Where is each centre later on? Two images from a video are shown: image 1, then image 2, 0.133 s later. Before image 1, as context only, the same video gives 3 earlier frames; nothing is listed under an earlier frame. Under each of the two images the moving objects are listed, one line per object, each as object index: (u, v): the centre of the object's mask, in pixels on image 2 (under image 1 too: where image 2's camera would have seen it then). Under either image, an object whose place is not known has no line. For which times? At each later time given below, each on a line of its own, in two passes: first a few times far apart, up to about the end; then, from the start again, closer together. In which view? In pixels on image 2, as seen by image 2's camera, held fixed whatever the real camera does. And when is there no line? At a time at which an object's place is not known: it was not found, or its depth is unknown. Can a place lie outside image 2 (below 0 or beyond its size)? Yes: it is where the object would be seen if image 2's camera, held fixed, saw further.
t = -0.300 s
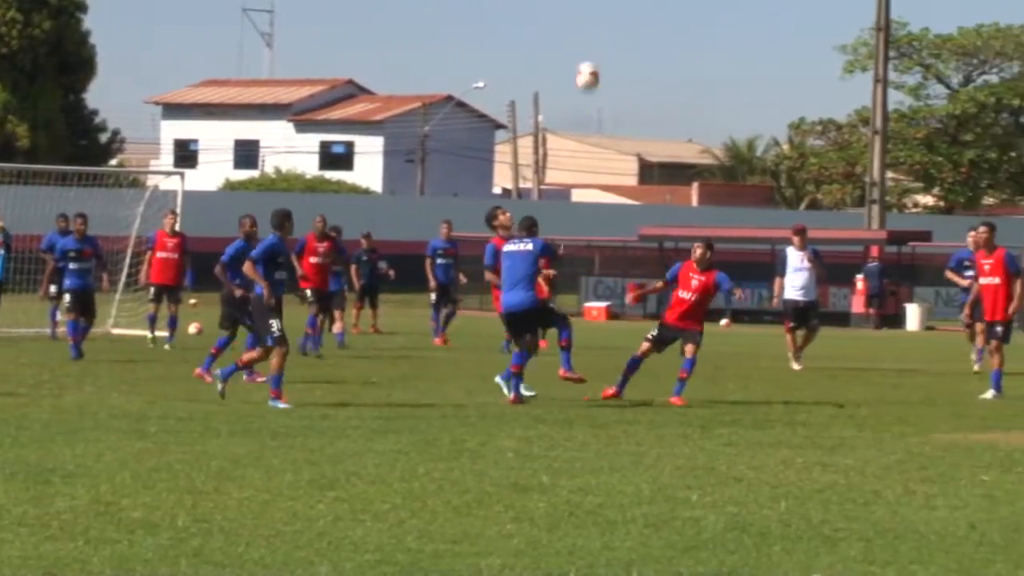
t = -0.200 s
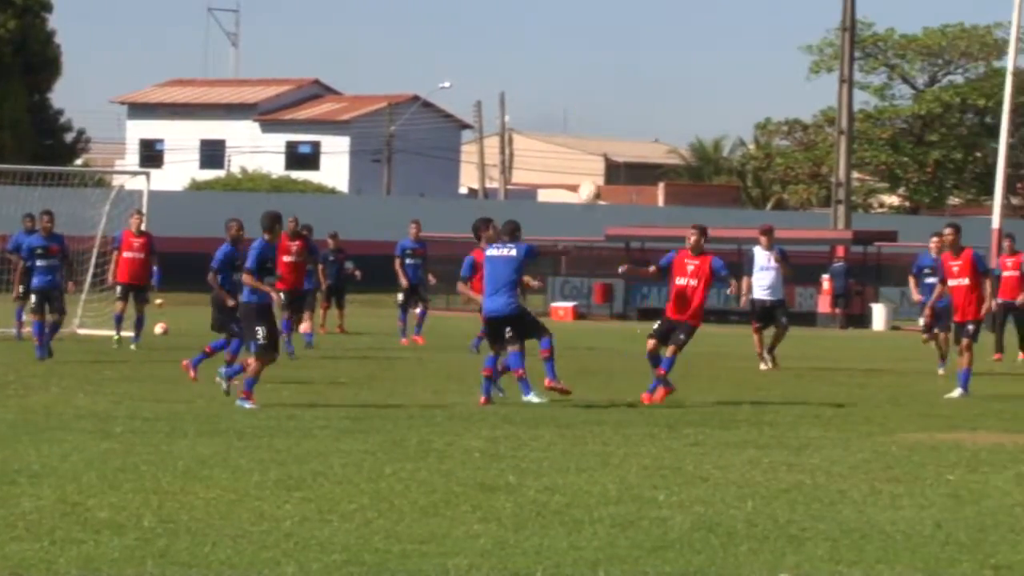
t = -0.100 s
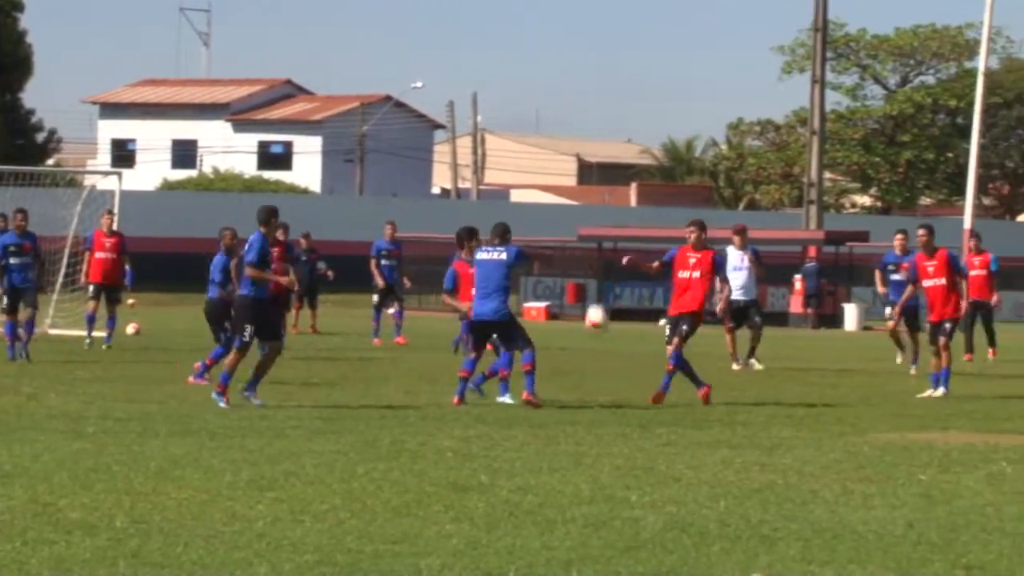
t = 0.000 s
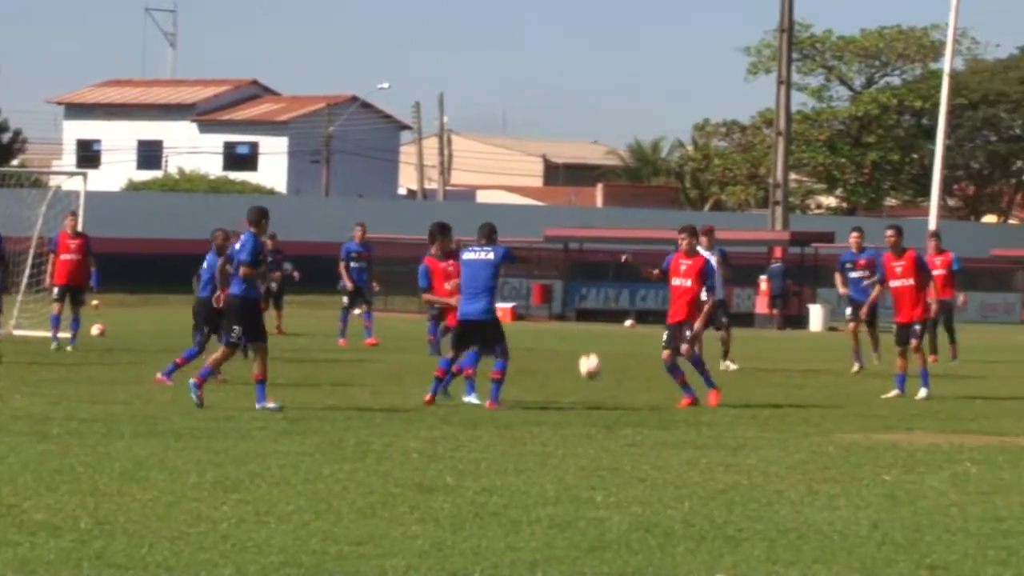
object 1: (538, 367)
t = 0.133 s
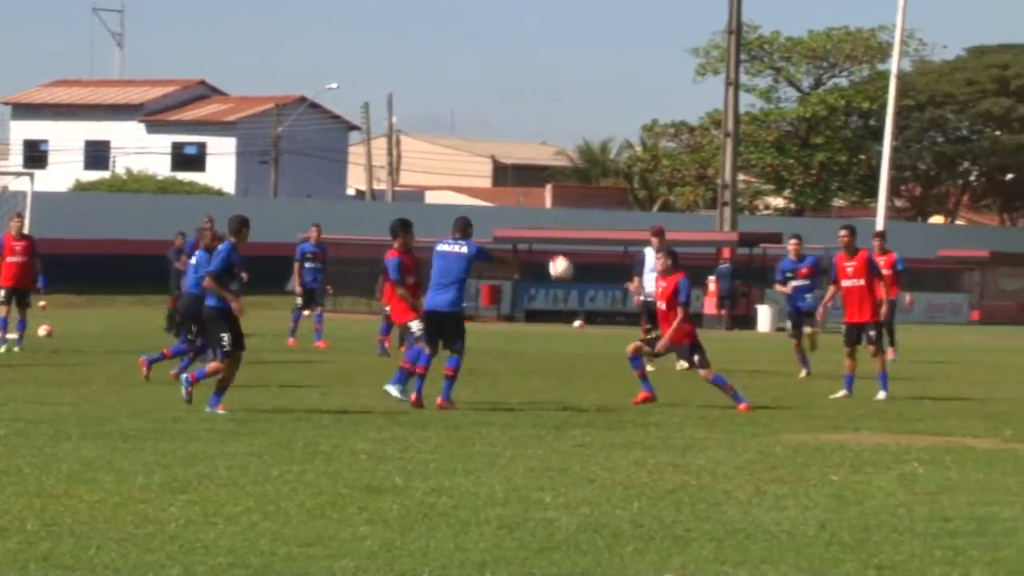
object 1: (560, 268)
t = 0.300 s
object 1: (584, 174)
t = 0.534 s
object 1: (615, 103)
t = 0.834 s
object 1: (650, 96)
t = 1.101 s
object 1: (675, 161)
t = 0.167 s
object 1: (564, 245)
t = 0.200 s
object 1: (569, 225)
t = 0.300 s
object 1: (584, 174)
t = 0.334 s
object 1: (589, 160)
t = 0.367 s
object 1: (592, 146)
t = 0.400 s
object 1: (597, 135)
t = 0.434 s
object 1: (603, 127)
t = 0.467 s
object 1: (607, 118)
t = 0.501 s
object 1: (611, 109)
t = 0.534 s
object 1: (615, 103)
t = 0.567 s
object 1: (619, 98)
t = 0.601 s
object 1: (623, 93)
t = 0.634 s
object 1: (627, 91)
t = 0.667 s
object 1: (631, 88)
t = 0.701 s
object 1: (635, 88)
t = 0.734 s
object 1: (639, 89)
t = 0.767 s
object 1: (642, 90)
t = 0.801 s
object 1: (646, 92)
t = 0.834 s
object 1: (650, 96)
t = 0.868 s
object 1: (653, 101)
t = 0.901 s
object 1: (657, 106)
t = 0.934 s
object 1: (660, 111)
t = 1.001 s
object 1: (666, 128)
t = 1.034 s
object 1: (669, 139)
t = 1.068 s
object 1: (673, 149)
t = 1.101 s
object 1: (675, 161)
